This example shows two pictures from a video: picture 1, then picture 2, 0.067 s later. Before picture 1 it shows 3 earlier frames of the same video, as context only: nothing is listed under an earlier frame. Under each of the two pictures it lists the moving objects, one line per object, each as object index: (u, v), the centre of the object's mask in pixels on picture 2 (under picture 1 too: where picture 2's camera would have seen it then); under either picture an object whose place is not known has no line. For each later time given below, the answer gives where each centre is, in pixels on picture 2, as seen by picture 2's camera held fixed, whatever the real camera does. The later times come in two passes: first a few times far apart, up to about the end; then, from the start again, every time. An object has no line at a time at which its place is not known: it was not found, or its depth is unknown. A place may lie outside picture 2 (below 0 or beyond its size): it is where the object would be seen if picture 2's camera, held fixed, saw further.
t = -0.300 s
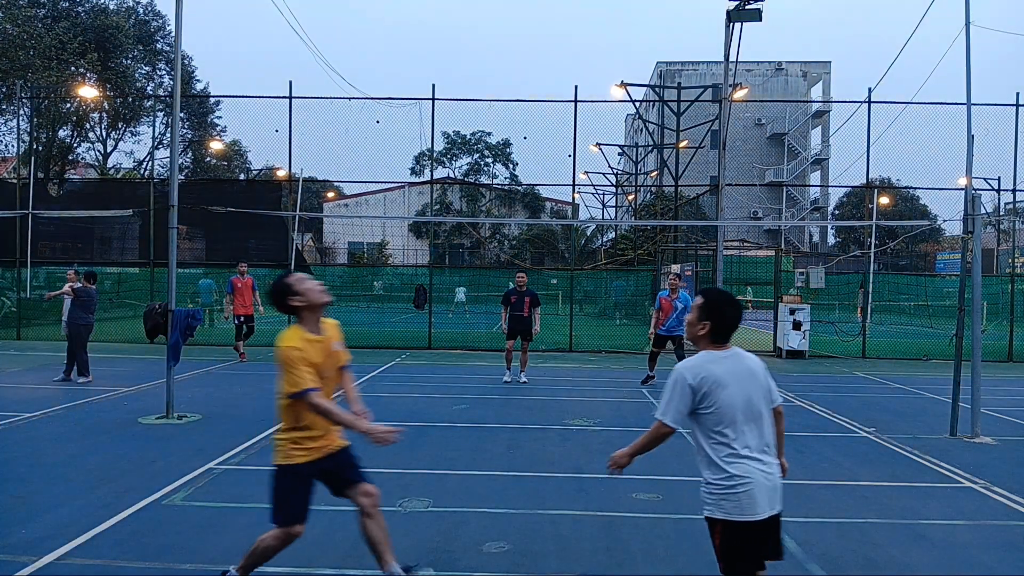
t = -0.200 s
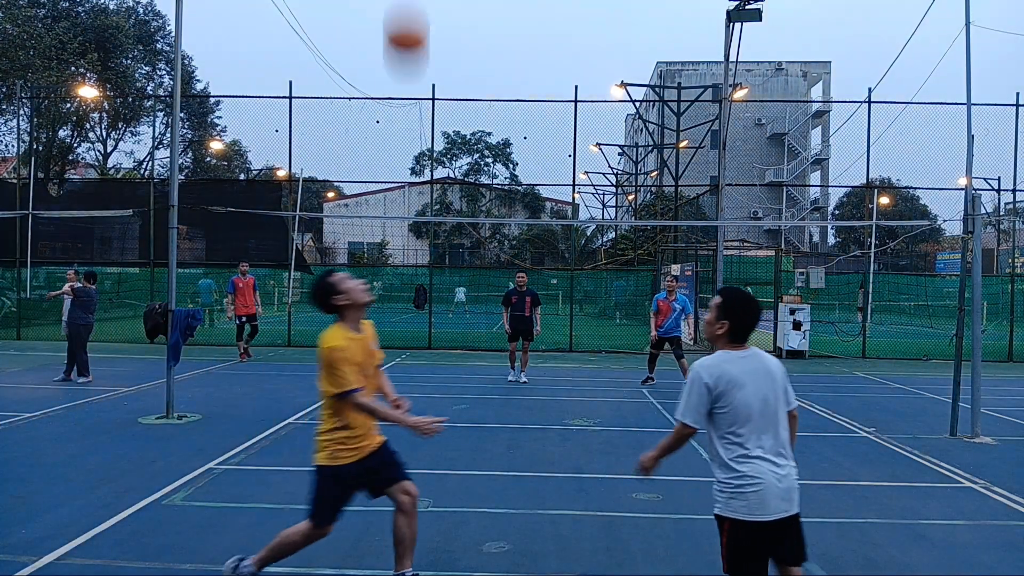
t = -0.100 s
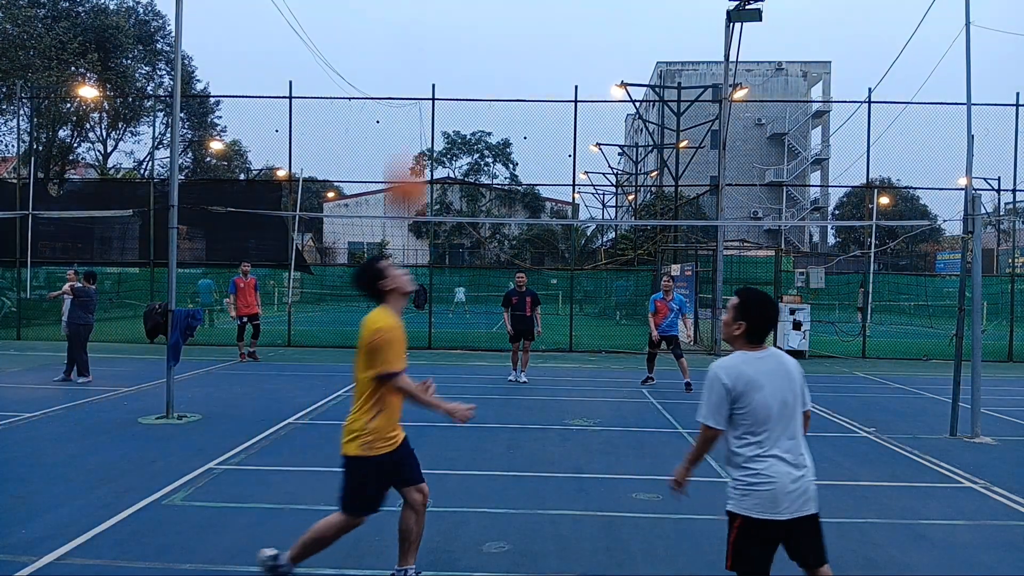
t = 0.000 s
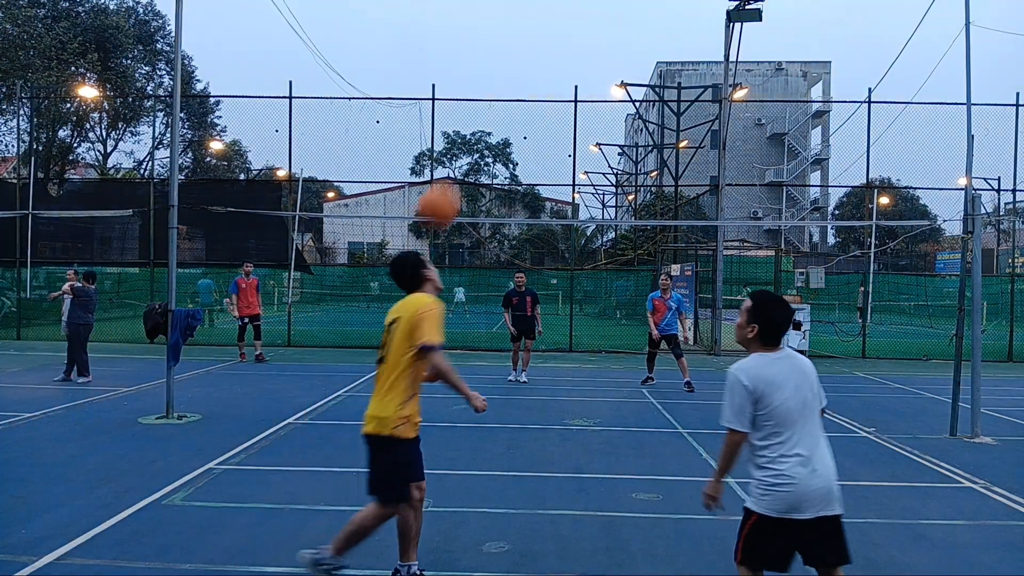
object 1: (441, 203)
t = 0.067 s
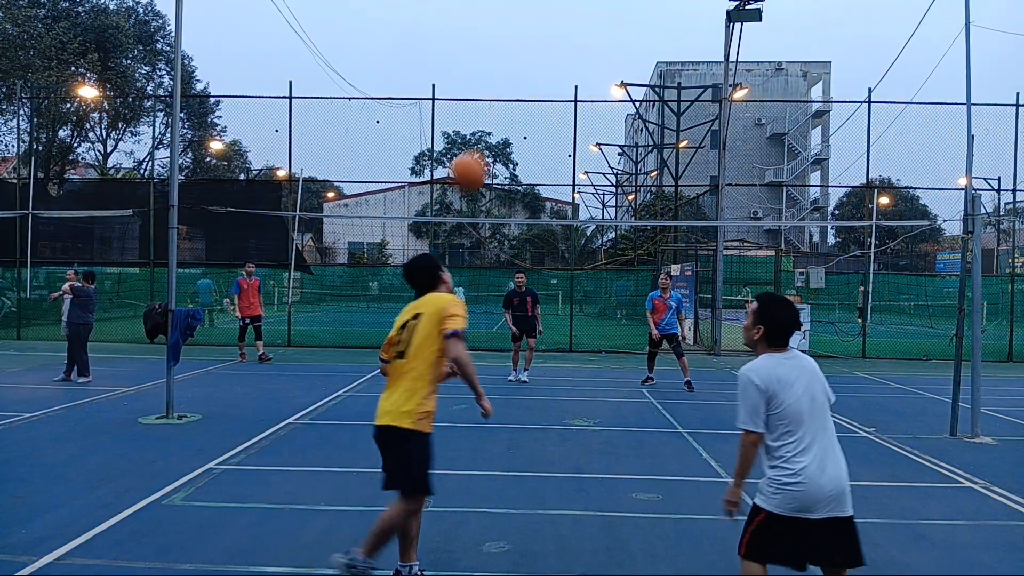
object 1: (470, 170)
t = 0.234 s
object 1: (528, 132)
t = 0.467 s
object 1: (581, 147)
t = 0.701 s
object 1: (616, 208)
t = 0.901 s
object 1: (624, 246)
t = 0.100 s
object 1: (484, 158)
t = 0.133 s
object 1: (495, 149)
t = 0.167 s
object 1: (506, 143)
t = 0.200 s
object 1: (517, 136)
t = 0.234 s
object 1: (528, 132)
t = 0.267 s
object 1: (537, 130)
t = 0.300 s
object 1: (546, 130)
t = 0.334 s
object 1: (554, 131)
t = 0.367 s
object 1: (562, 133)
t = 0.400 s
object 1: (569, 136)
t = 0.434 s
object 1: (575, 141)
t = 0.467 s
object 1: (581, 147)
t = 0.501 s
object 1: (587, 153)
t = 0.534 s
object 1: (593, 160)
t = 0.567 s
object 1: (598, 168)
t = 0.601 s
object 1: (603, 177)
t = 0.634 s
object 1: (608, 187)
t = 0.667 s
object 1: (612, 197)
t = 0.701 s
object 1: (616, 208)
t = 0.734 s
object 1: (619, 217)
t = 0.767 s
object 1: (620, 221)
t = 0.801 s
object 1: (621, 227)
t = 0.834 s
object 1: (622, 233)
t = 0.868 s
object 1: (624, 239)
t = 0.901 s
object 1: (624, 246)
